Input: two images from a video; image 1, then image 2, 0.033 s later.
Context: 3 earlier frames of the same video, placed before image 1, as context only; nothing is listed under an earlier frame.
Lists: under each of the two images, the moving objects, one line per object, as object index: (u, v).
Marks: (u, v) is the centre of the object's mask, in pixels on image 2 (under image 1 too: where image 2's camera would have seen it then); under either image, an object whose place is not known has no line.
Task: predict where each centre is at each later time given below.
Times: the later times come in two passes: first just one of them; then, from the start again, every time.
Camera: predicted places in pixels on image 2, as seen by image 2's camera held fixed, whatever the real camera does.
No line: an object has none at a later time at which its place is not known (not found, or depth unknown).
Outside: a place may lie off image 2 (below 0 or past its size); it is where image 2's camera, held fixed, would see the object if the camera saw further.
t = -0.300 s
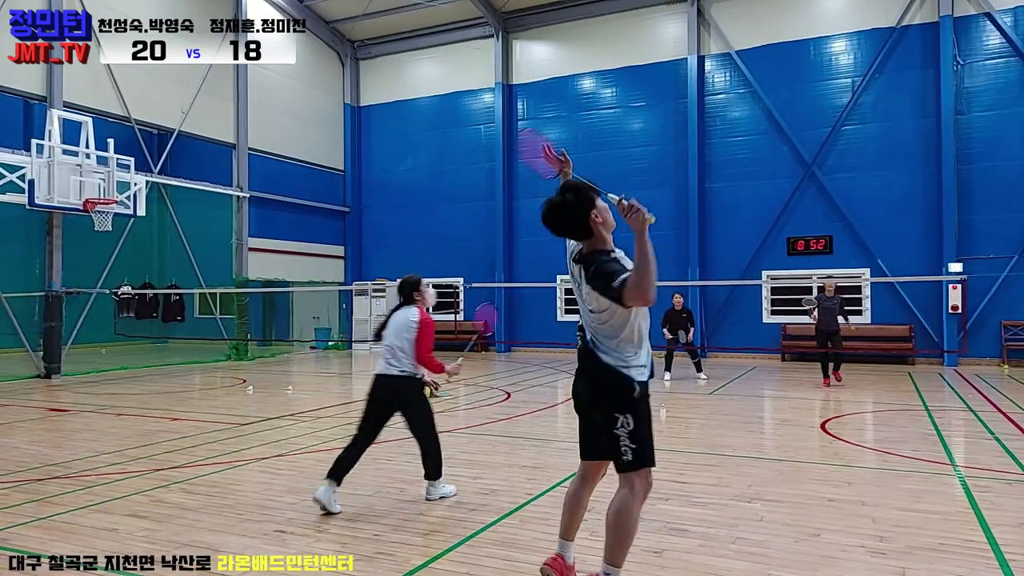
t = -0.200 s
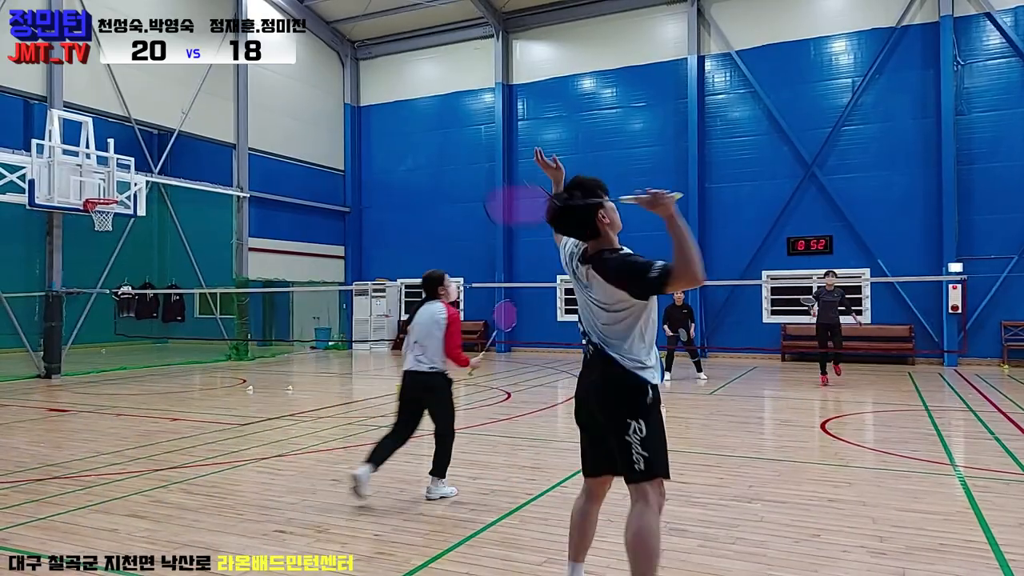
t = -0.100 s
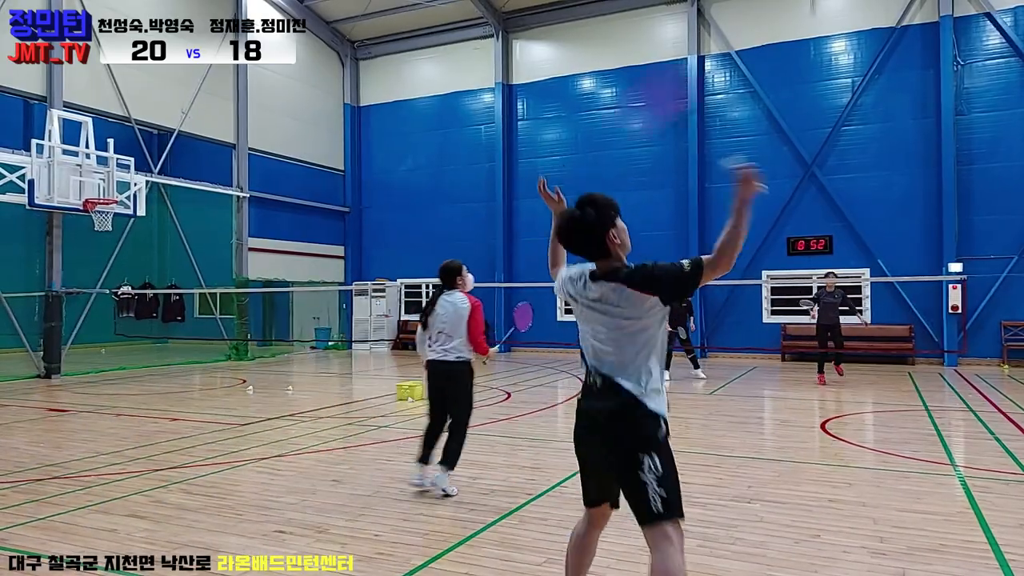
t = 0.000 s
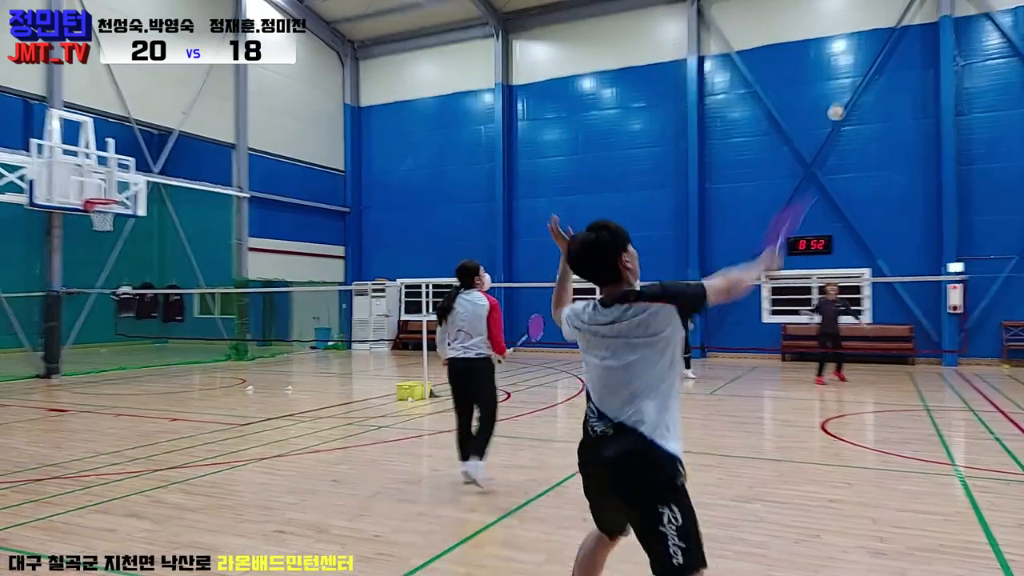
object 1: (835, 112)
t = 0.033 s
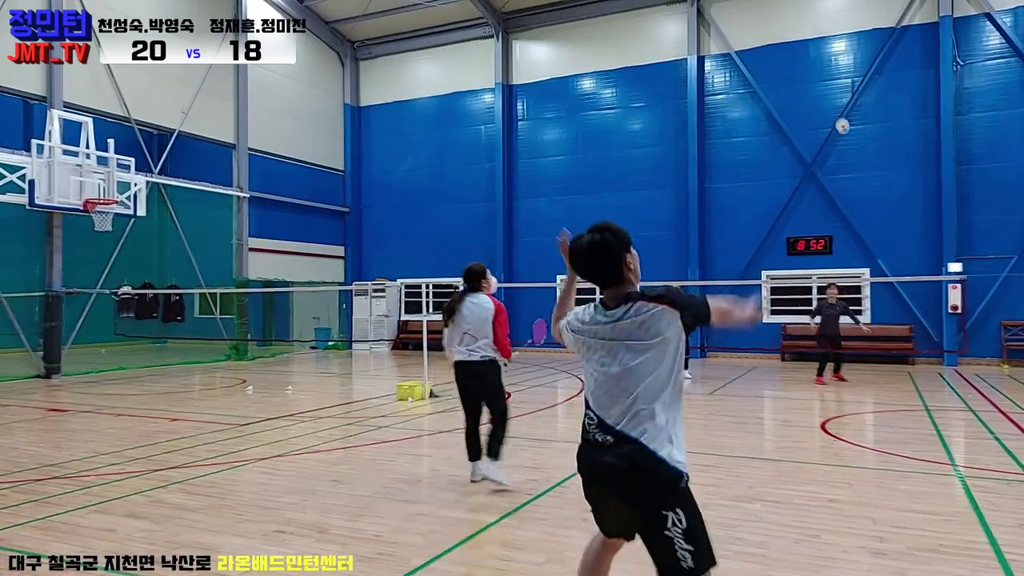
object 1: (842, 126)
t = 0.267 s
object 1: (864, 189)
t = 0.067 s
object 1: (849, 137)
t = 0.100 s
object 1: (853, 148)
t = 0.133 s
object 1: (856, 159)
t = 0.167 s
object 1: (859, 167)
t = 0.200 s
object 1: (861, 176)
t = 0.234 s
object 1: (863, 185)
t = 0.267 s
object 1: (864, 189)
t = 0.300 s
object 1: (865, 197)
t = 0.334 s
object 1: (867, 206)
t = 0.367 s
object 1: (868, 214)
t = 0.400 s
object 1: (870, 223)
